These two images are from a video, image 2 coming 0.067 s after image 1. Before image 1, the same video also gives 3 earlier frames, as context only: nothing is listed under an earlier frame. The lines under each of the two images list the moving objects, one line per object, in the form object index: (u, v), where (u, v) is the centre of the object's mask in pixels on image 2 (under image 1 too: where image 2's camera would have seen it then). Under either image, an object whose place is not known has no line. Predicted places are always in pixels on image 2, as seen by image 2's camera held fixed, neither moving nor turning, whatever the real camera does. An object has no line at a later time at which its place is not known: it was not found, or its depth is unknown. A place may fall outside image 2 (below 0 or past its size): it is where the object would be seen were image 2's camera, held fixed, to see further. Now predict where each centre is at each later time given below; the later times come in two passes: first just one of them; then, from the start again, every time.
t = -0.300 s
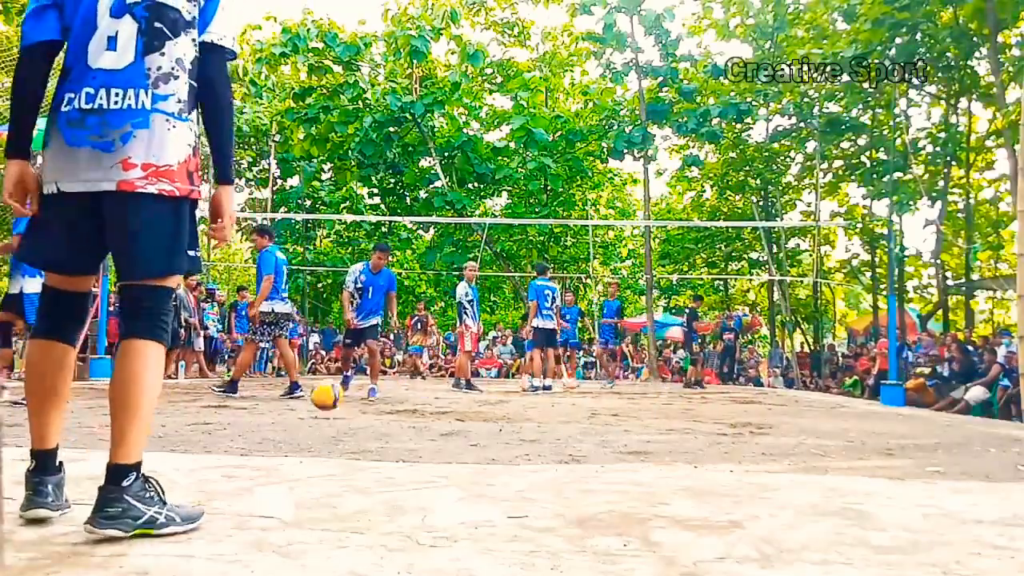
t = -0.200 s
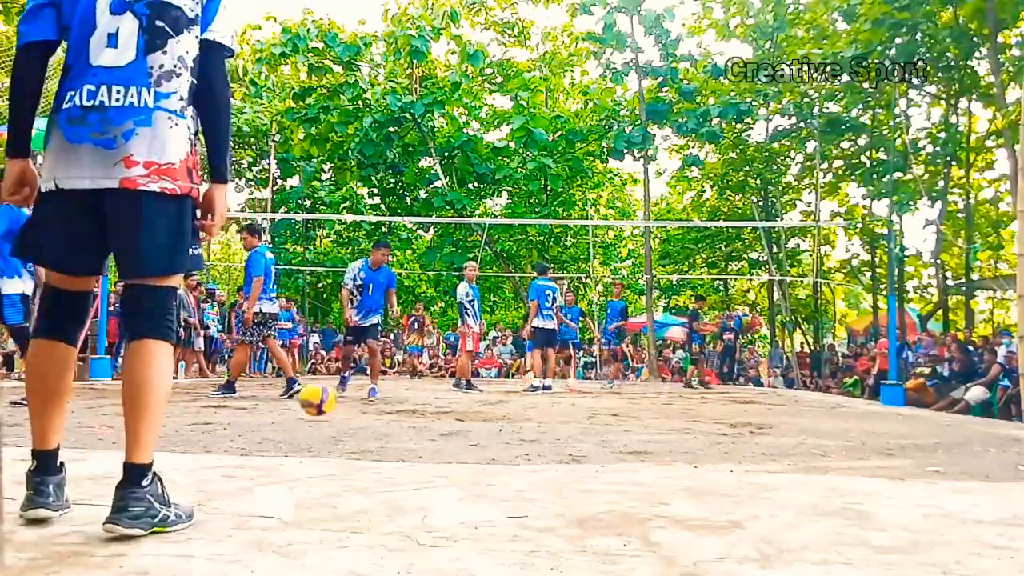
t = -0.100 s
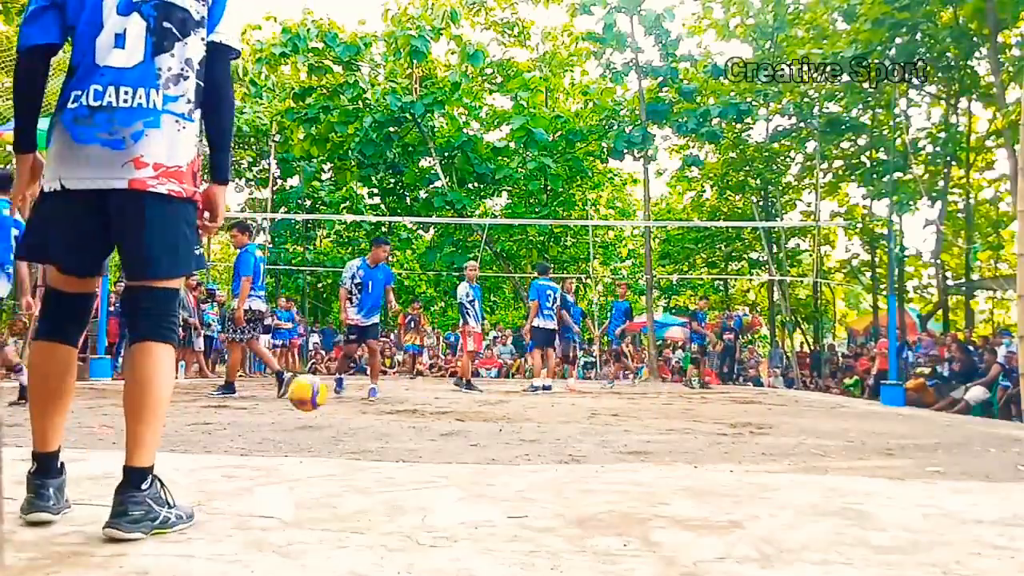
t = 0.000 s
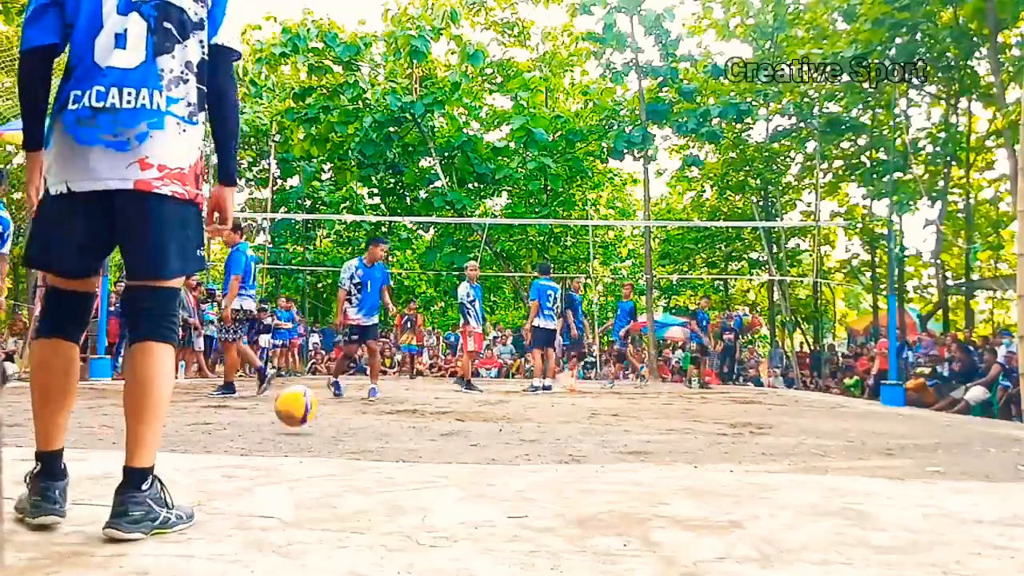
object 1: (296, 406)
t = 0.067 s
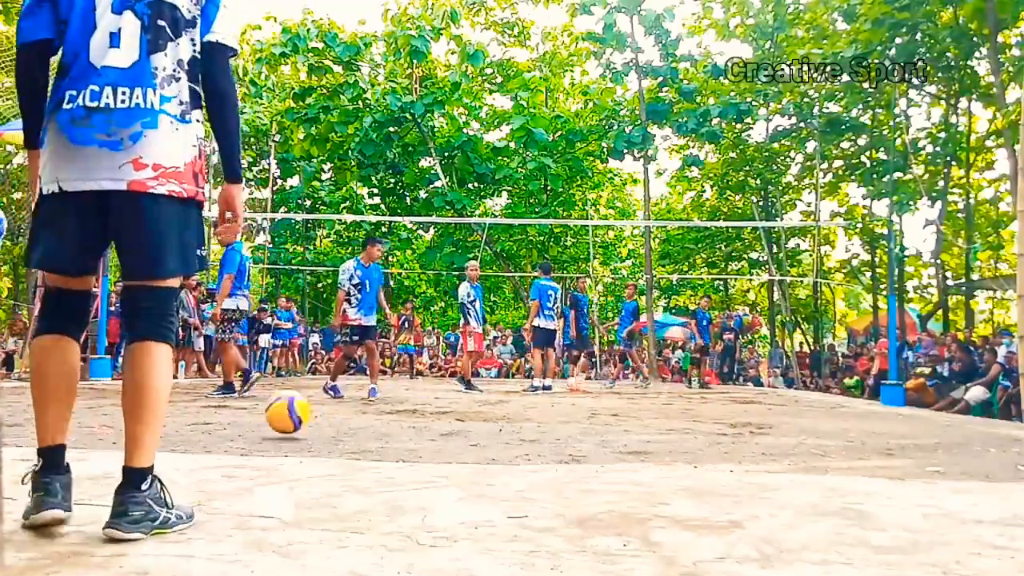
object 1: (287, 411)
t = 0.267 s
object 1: (262, 428)
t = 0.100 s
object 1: (285, 408)
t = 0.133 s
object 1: (281, 406)
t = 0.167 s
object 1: (276, 407)
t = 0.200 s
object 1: (272, 411)
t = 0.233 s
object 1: (267, 418)
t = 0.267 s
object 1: (262, 428)
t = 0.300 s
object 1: (257, 428)
